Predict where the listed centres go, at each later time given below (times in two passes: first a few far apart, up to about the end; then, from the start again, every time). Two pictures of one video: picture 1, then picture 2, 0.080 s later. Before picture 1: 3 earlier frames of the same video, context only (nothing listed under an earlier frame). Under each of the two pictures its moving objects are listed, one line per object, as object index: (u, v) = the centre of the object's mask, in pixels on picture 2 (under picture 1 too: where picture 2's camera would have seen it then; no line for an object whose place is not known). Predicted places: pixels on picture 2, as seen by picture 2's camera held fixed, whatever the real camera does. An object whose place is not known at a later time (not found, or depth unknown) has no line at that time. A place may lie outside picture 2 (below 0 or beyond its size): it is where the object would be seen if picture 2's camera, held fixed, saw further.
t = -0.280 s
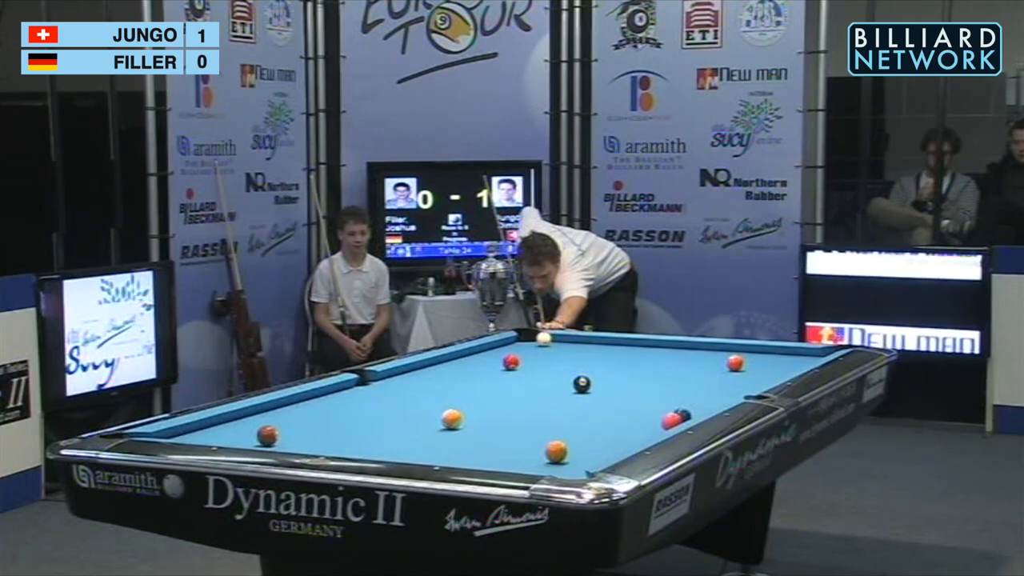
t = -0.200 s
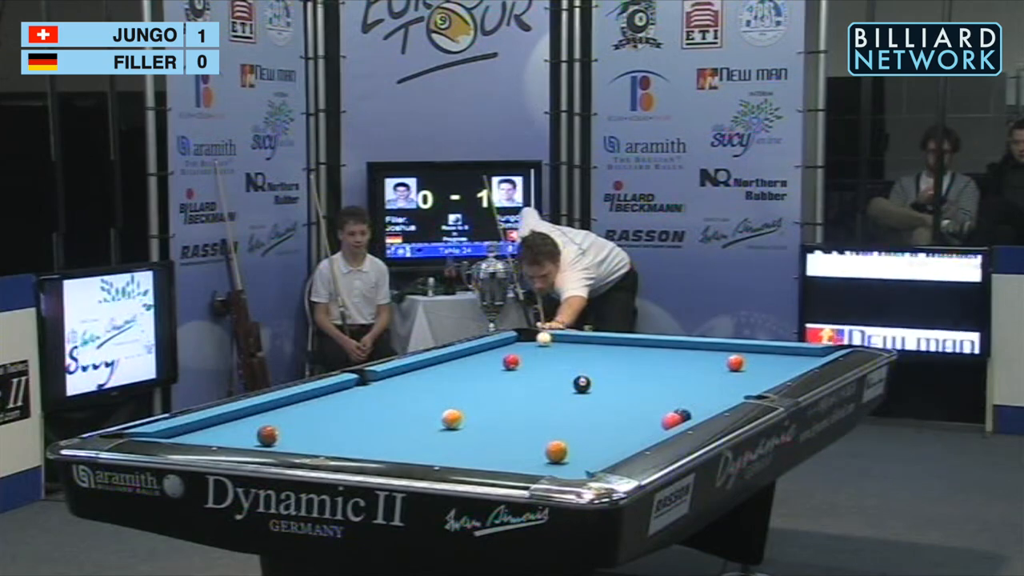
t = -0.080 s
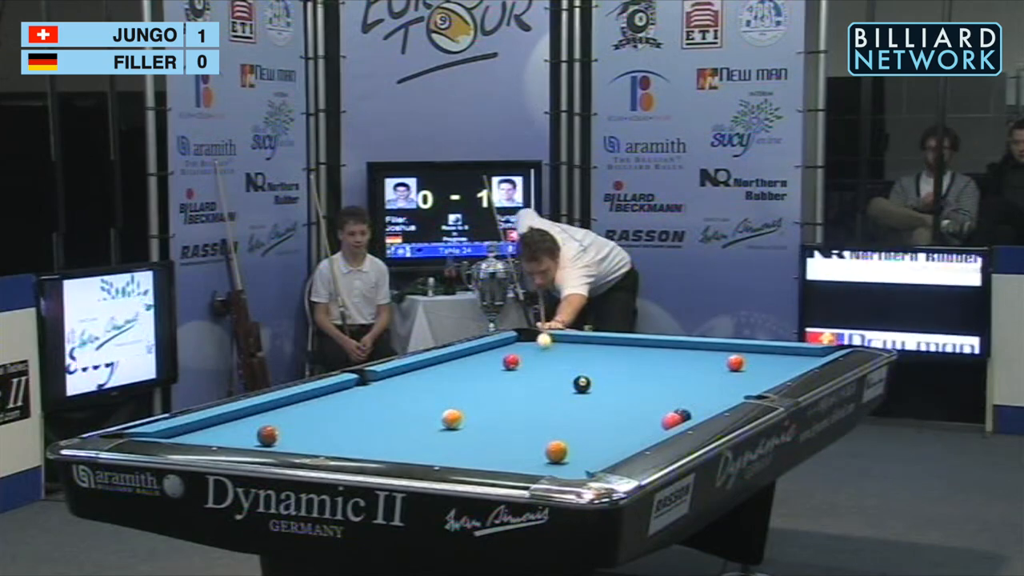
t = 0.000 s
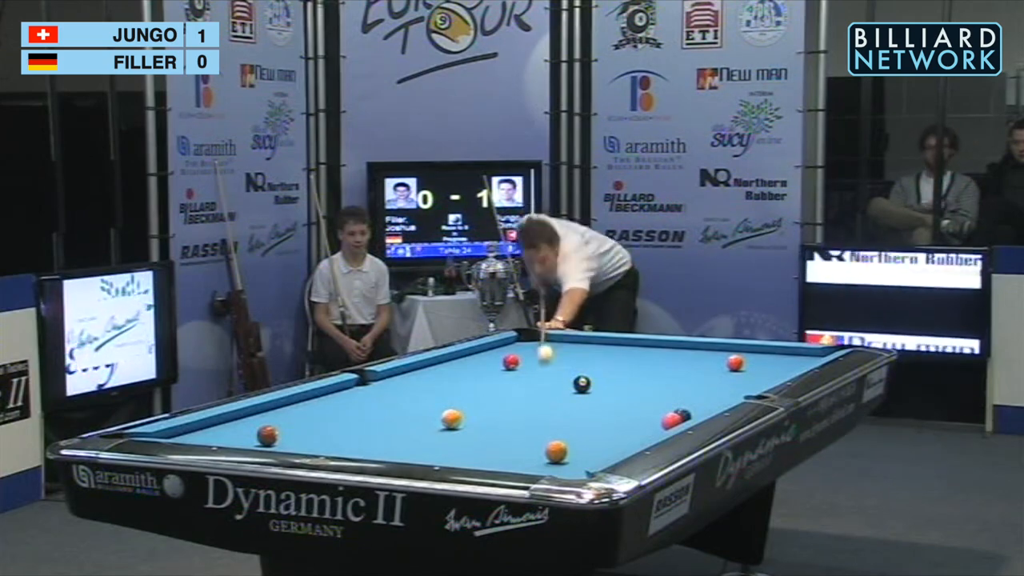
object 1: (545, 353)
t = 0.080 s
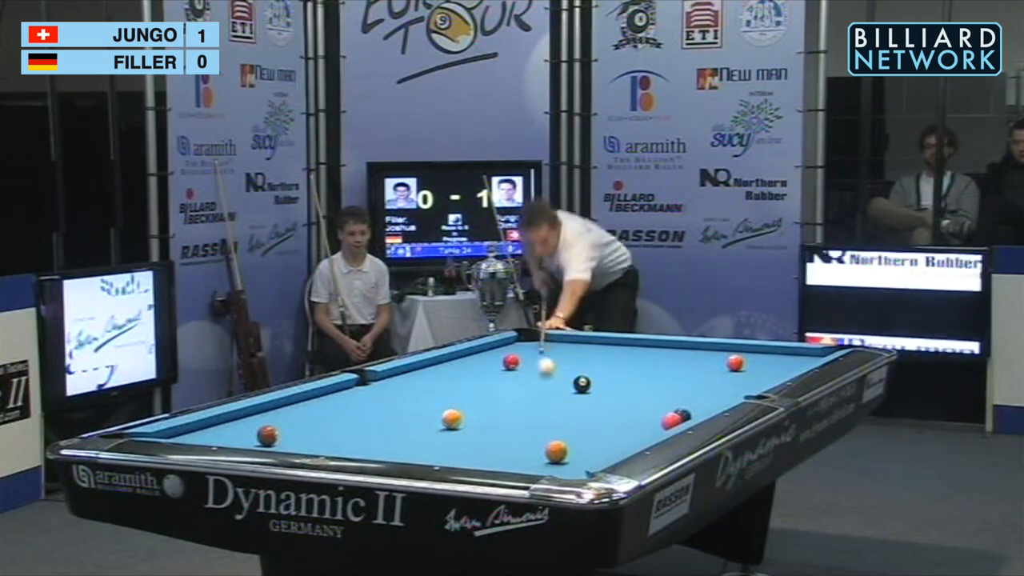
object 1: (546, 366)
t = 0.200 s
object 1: (548, 388)
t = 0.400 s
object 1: (552, 434)
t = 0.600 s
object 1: (513, 452)
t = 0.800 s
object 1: (473, 460)
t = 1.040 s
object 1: (502, 456)
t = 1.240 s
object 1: (532, 449)
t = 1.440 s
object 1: (559, 443)
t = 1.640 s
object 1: (584, 437)
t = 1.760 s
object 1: (599, 433)
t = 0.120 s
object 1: (547, 373)
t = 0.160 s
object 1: (547, 380)
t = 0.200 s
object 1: (548, 388)
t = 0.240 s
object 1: (549, 397)
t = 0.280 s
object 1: (549, 406)
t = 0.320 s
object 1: (550, 415)
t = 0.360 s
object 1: (551, 425)
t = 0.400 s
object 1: (552, 434)
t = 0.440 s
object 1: (547, 444)
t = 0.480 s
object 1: (540, 448)
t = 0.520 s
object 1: (530, 449)
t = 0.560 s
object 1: (522, 450)
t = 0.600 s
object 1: (513, 452)
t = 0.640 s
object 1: (505, 453)
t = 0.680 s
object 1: (496, 456)
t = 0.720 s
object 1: (489, 457)
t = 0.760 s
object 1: (480, 458)
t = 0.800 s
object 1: (473, 460)
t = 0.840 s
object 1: (468, 461)
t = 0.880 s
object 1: (476, 460)
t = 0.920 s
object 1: (483, 459)
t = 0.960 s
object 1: (490, 458)
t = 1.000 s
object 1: (496, 457)
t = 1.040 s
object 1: (502, 456)
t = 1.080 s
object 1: (508, 455)
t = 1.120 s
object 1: (514, 453)
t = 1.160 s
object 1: (520, 452)
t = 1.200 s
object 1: (525, 451)
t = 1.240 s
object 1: (532, 449)
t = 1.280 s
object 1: (537, 448)
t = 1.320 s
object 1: (543, 446)
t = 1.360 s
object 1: (548, 445)
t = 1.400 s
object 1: (554, 444)
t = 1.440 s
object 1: (559, 443)
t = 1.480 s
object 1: (565, 441)
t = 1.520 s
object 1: (570, 440)
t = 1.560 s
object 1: (575, 439)
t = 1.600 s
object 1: (579, 438)
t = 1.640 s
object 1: (584, 437)
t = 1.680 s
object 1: (590, 435)
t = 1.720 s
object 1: (594, 434)
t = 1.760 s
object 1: (599, 433)
